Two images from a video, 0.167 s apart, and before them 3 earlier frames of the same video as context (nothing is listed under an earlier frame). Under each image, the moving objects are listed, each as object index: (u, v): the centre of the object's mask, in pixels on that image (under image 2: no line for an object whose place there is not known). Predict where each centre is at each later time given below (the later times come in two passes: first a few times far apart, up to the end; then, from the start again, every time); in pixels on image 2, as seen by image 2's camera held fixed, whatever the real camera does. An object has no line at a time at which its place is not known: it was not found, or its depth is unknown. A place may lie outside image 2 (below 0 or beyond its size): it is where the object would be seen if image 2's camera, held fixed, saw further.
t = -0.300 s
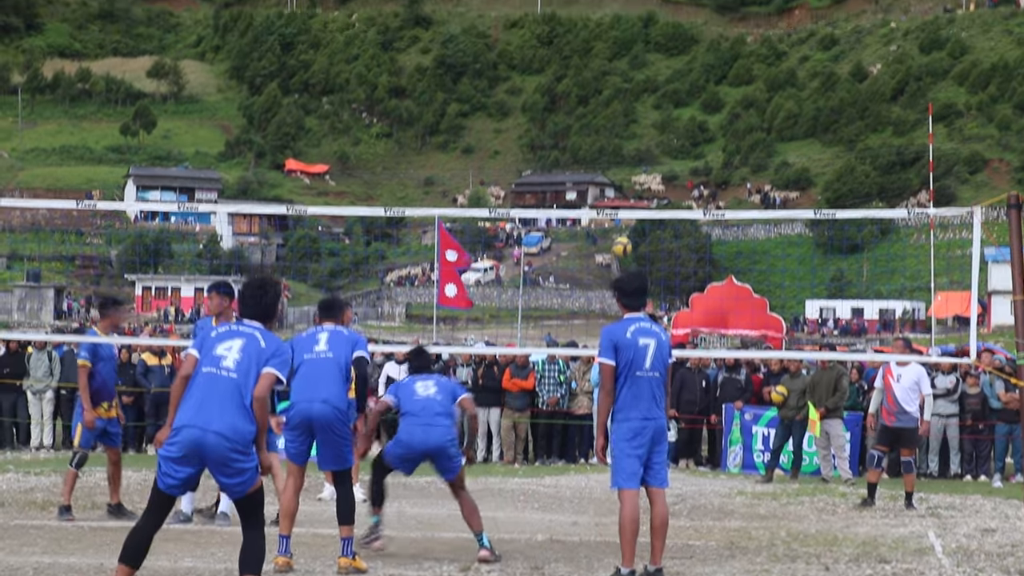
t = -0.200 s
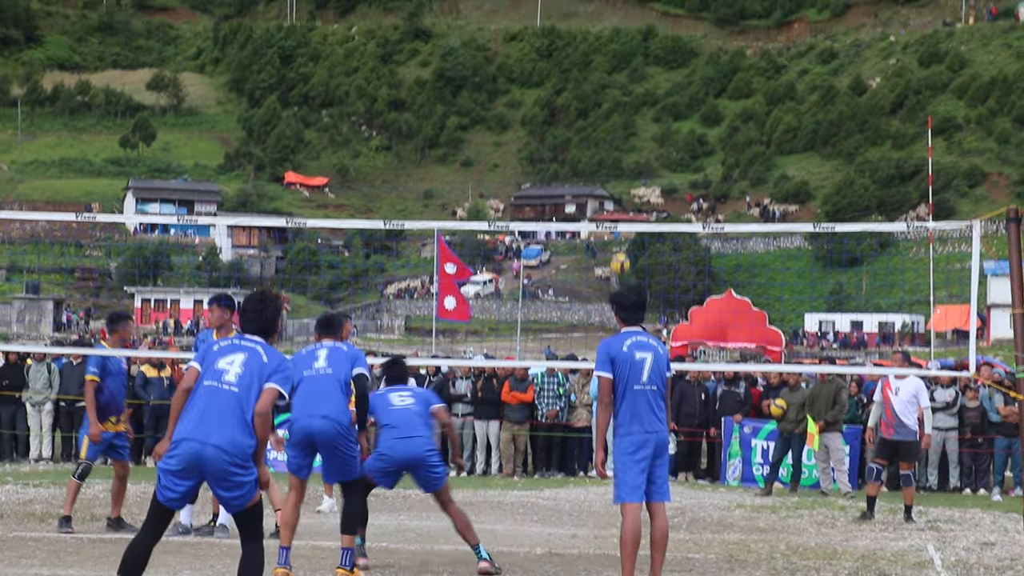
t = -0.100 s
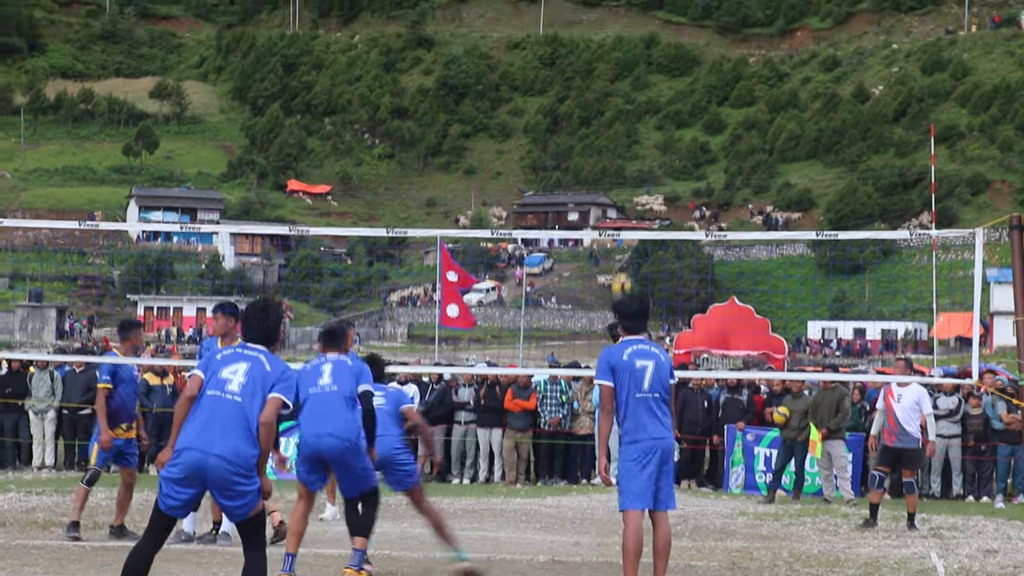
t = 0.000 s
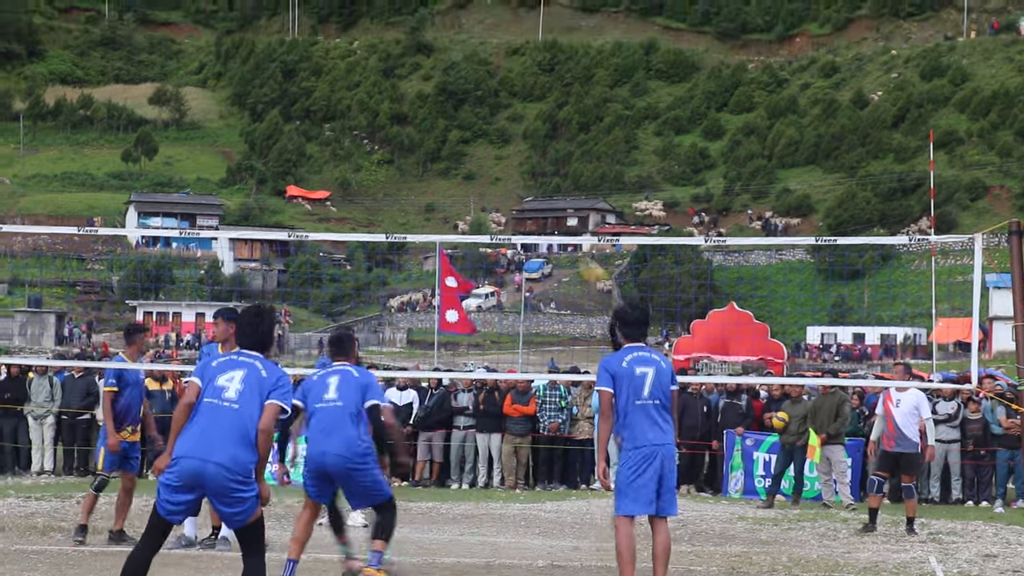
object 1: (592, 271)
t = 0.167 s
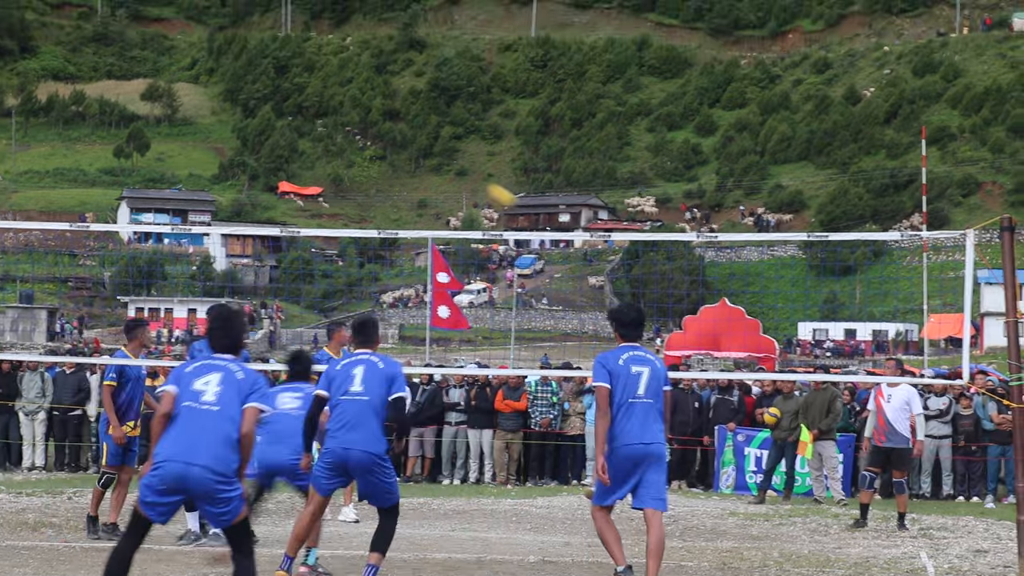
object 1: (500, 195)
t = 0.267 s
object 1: (444, 165)
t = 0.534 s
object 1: (272, 118)
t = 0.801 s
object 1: (48, 155)
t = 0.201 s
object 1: (483, 184)
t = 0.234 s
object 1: (463, 171)
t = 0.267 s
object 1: (444, 165)
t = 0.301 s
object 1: (425, 156)
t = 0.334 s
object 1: (405, 147)
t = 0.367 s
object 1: (385, 140)
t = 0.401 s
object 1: (363, 134)
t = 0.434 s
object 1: (341, 129)
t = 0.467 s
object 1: (319, 125)
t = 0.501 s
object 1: (297, 121)
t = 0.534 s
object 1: (272, 118)
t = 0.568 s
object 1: (249, 116)
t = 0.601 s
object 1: (224, 116)
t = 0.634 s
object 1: (197, 118)
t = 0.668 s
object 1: (170, 119)
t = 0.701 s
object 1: (140, 129)
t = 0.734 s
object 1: (112, 135)
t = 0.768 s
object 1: (81, 143)
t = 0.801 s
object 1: (48, 155)
